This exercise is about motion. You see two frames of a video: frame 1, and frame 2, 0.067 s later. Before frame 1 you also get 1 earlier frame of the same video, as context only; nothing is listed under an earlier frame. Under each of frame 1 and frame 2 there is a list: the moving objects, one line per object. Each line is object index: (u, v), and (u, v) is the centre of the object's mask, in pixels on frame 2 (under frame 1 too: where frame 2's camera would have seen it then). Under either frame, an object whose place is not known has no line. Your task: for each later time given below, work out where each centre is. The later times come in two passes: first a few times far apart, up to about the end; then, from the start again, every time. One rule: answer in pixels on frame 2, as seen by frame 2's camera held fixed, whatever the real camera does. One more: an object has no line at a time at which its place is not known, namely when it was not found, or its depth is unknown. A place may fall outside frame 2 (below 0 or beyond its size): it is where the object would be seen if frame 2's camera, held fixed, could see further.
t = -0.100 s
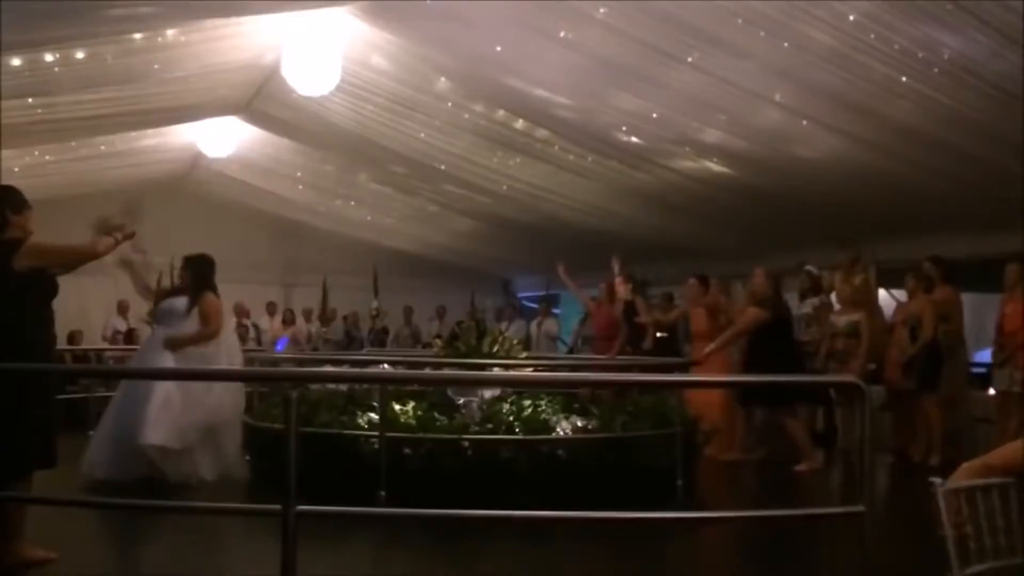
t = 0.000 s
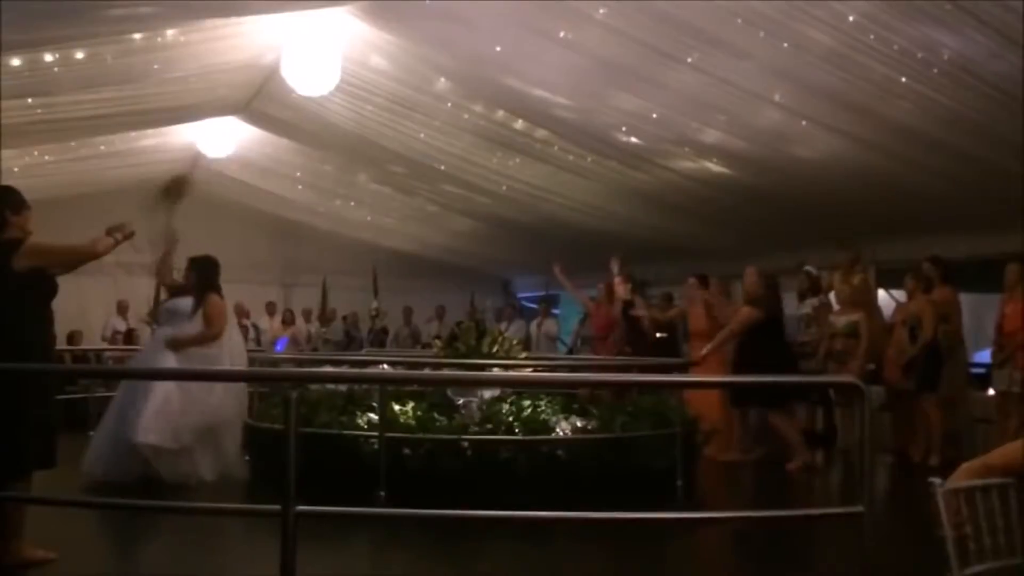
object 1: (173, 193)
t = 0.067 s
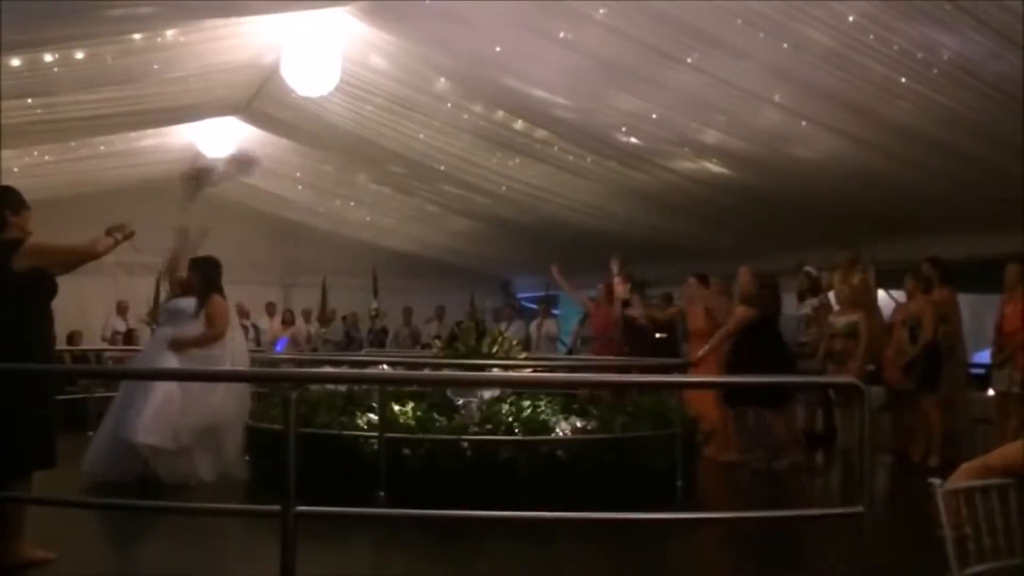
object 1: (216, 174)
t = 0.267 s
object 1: (335, 155)
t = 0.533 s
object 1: (459, 210)
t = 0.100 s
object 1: (240, 165)
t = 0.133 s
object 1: (259, 161)
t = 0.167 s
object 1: (276, 158)
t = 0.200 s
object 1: (293, 155)
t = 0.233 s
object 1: (310, 153)
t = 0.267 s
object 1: (335, 155)
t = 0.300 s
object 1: (353, 155)
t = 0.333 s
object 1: (365, 156)
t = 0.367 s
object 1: (382, 161)
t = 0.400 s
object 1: (399, 167)
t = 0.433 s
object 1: (413, 174)
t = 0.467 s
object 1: (432, 188)
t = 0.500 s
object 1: (449, 202)
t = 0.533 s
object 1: (459, 210)
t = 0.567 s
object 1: (472, 222)
